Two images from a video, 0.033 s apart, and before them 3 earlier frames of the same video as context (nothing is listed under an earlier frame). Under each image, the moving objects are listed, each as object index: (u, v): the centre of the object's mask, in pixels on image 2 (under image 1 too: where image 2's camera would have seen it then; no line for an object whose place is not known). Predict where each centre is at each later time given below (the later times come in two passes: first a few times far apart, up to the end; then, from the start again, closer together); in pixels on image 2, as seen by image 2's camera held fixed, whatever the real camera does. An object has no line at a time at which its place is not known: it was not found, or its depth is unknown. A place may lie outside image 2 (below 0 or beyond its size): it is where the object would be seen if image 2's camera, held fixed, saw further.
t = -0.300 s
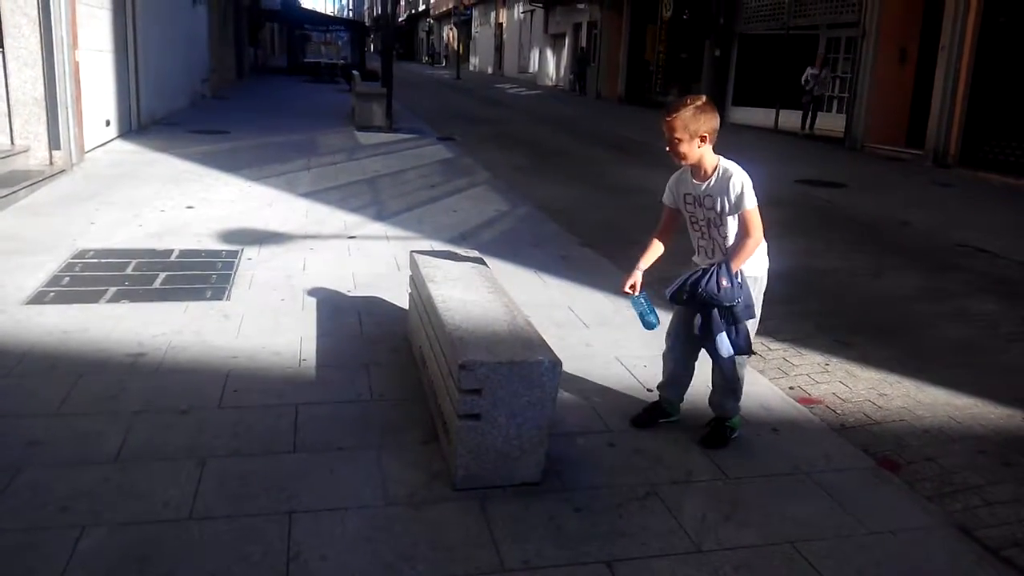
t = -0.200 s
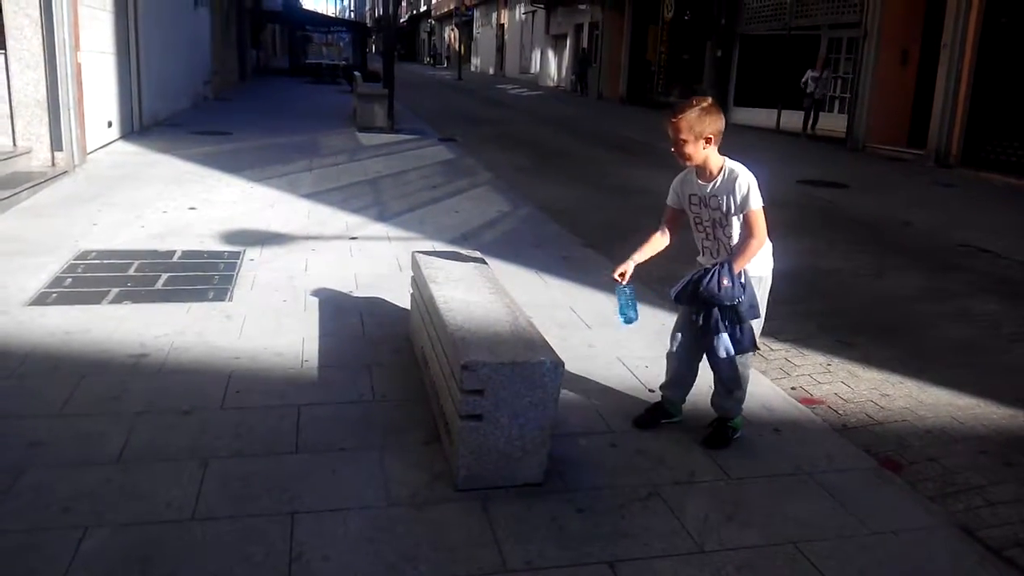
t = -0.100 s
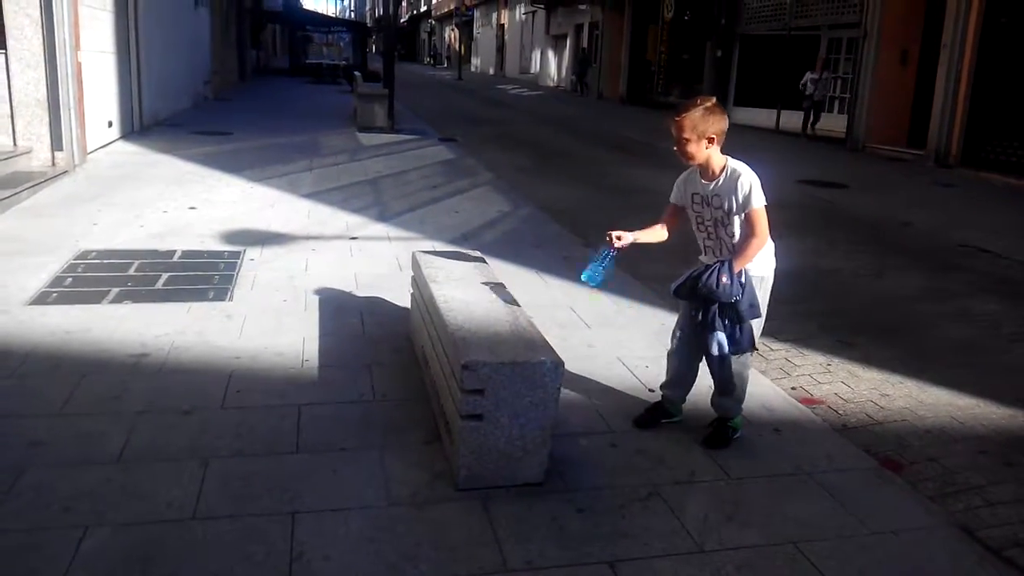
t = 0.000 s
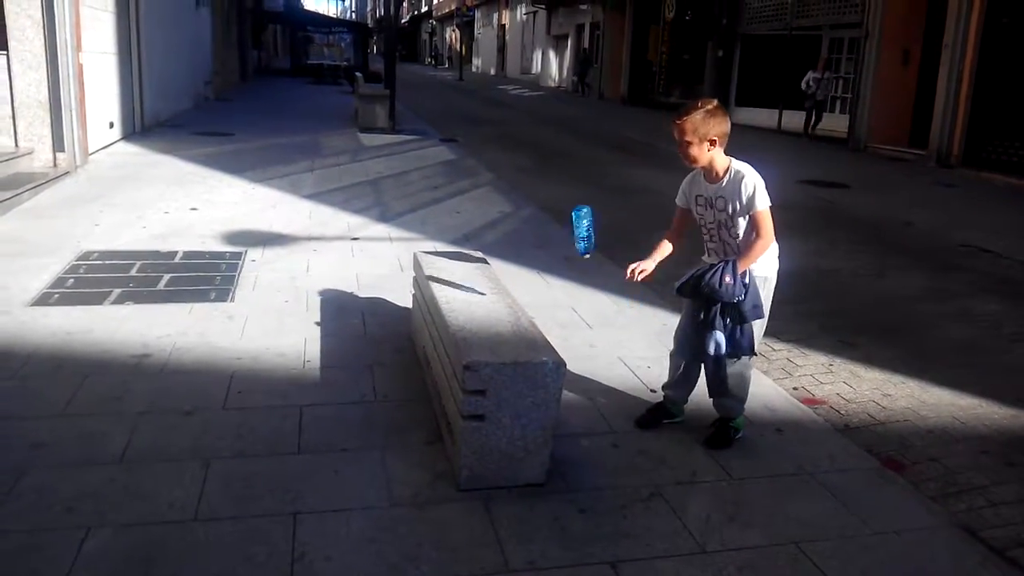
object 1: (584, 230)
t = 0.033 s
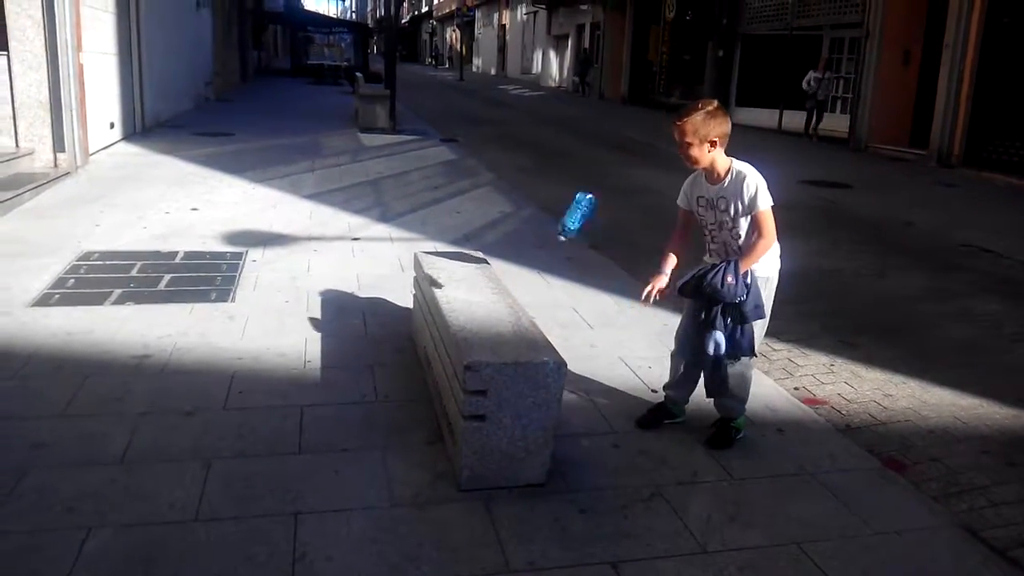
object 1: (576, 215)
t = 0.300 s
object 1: (549, 207)
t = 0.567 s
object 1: (525, 326)
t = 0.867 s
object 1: (528, 330)
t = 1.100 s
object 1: (529, 331)
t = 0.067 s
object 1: (572, 200)
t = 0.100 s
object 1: (568, 191)
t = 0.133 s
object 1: (565, 185)
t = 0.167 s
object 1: (562, 182)
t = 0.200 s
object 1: (559, 184)
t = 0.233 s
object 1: (556, 188)
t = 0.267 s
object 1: (553, 196)
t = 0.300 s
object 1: (549, 207)
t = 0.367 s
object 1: (541, 240)
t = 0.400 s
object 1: (537, 260)
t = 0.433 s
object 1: (532, 285)
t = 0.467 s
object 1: (526, 314)
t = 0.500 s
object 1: (525, 325)
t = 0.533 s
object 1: (526, 326)
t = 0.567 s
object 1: (525, 326)
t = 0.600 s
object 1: (525, 326)
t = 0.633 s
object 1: (525, 326)
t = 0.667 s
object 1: (525, 327)
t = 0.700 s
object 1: (525, 327)
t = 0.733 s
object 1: (526, 328)
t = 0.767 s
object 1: (527, 330)
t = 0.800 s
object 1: (527, 330)
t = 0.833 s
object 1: (528, 330)
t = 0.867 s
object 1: (528, 330)
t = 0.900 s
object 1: (528, 331)
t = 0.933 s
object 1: (528, 331)
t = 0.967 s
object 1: (529, 331)
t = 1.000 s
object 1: (529, 331)
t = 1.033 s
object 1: (529, 331)
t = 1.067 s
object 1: (529, 331)
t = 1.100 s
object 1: (529, 331)
